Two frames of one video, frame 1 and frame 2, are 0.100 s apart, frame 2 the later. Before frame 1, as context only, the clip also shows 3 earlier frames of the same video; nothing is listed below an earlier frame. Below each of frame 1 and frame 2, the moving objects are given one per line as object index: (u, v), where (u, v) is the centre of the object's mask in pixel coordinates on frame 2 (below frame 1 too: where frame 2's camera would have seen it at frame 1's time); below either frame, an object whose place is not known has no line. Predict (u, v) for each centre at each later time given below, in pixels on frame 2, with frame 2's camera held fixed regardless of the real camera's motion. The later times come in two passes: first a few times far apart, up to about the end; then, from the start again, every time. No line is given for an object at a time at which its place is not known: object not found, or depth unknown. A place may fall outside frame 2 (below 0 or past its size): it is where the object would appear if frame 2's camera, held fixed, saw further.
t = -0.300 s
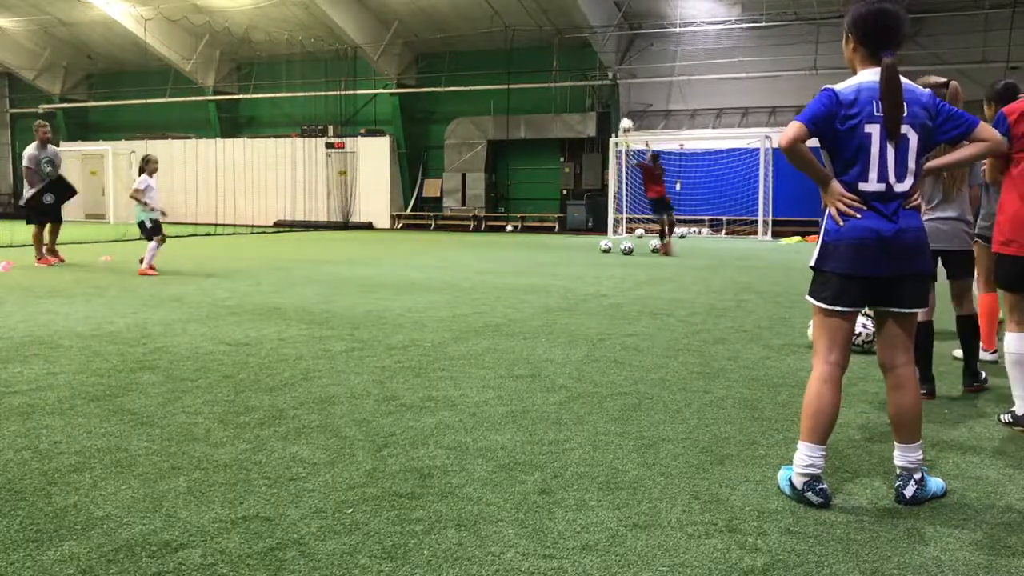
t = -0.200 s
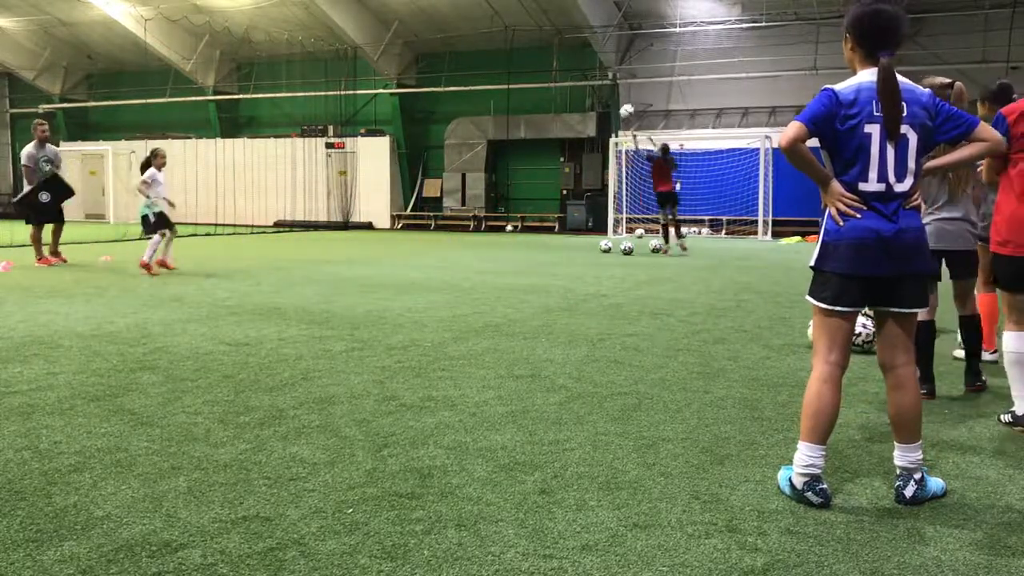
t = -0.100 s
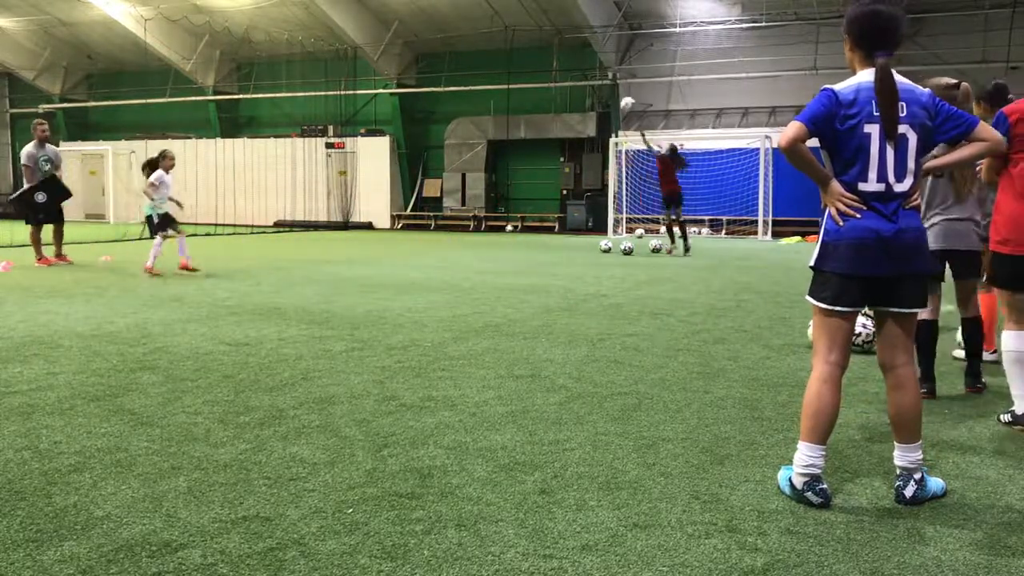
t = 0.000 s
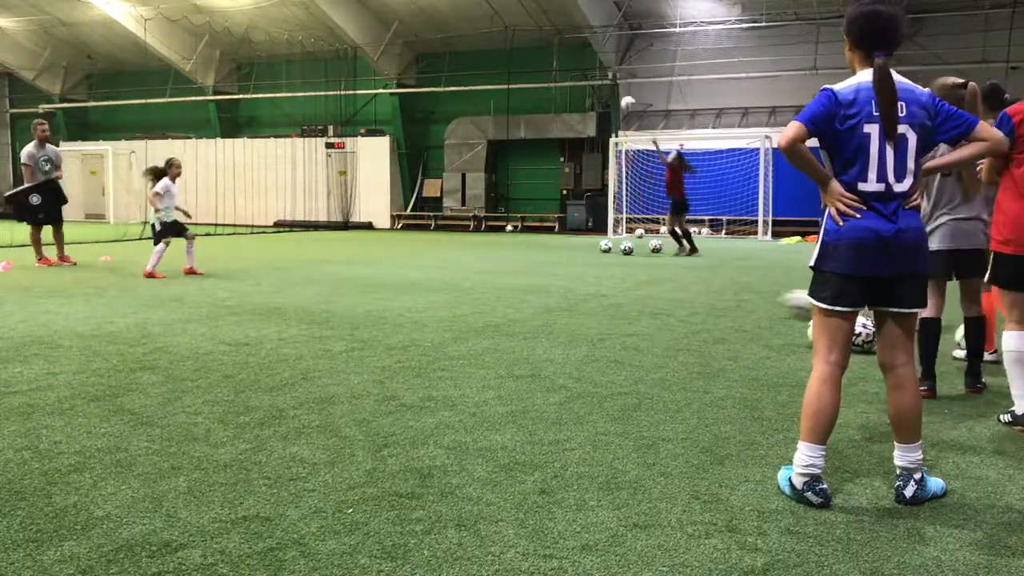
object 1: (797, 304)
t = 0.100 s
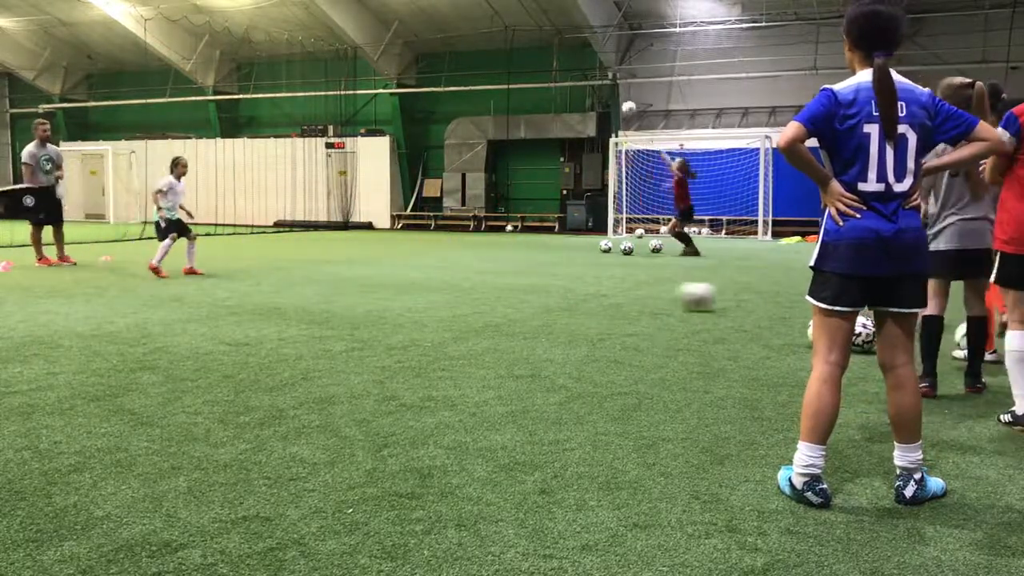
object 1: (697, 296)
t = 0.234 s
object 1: (581, 290)
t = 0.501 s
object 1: (422, 278)
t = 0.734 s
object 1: (327, 271)
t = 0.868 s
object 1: (282, 268)
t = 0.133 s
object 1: (665, 294)
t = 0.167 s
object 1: (636, 293)
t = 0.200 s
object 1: (606, 293)
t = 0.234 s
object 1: (581, 290)
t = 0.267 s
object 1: (557, 288)
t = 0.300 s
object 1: (533, 287)
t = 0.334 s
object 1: (511, 286)
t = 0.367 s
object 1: (492, 284)
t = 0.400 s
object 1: (472, 282)
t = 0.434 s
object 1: (454, 281)
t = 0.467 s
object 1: (435, 279)
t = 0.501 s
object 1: (422, 278)
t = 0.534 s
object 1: (406, 276)
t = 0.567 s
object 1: (390, 276)
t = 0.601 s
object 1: (376, 275)
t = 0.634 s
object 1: (362, 271)
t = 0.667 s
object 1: (351, 270)
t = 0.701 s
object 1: (338, 270)
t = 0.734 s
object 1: (327, 271)
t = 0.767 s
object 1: (315, 271)
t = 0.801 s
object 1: (304, 269)
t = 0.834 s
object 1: (292, 268)
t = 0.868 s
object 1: (282, 268)
